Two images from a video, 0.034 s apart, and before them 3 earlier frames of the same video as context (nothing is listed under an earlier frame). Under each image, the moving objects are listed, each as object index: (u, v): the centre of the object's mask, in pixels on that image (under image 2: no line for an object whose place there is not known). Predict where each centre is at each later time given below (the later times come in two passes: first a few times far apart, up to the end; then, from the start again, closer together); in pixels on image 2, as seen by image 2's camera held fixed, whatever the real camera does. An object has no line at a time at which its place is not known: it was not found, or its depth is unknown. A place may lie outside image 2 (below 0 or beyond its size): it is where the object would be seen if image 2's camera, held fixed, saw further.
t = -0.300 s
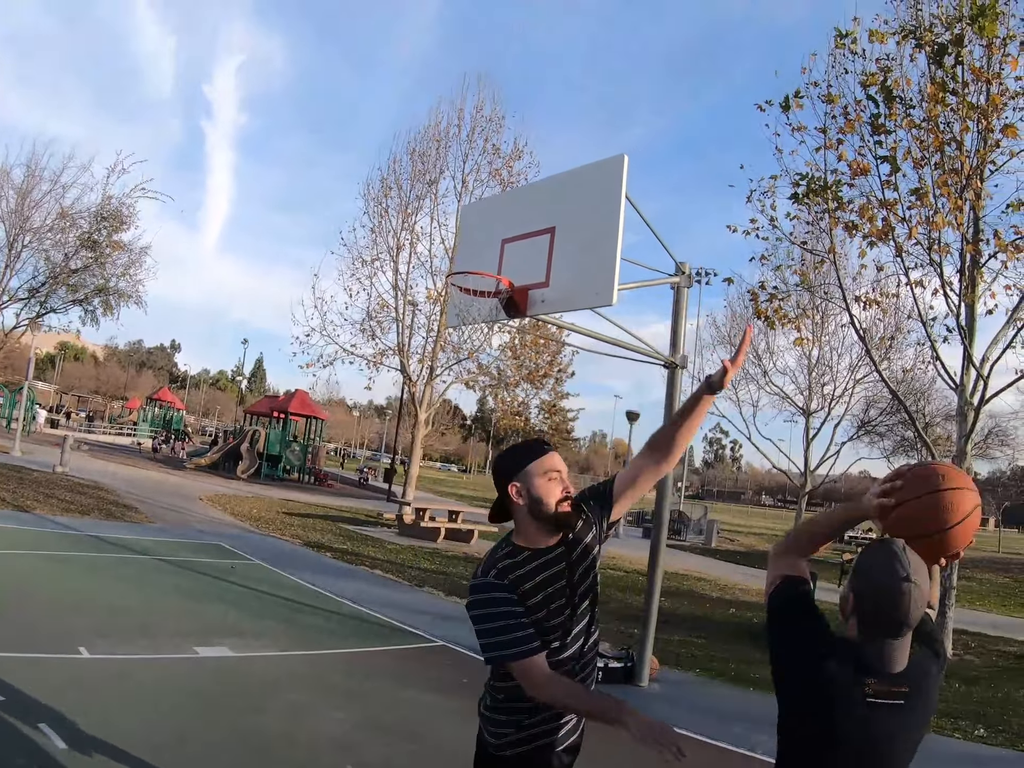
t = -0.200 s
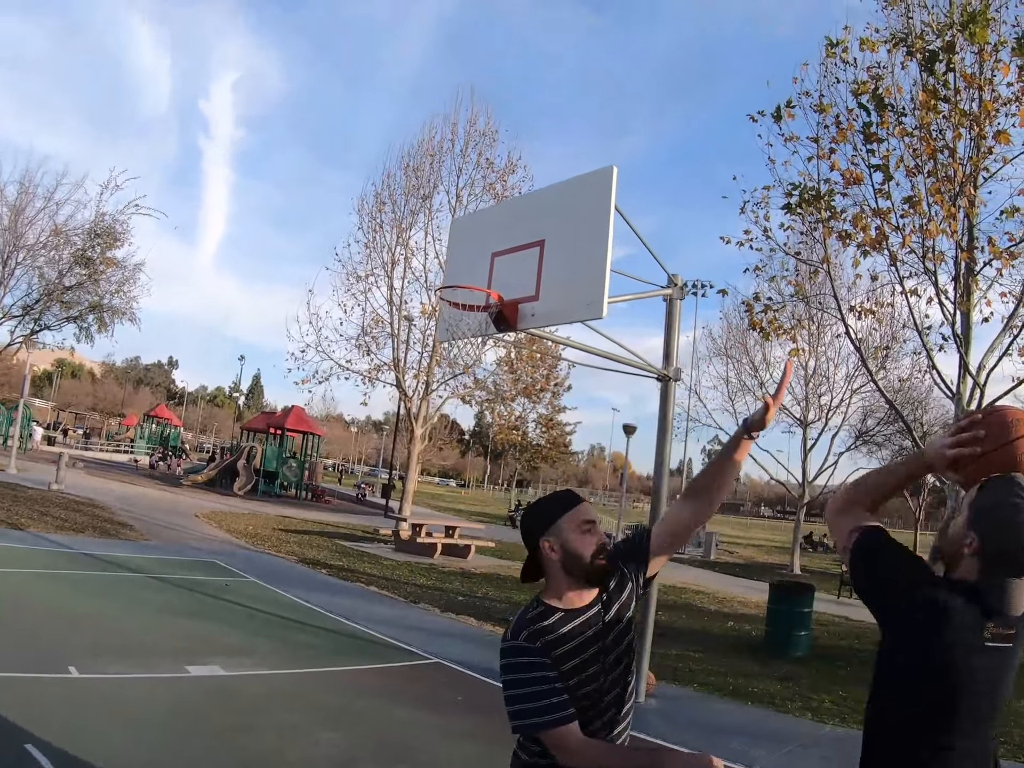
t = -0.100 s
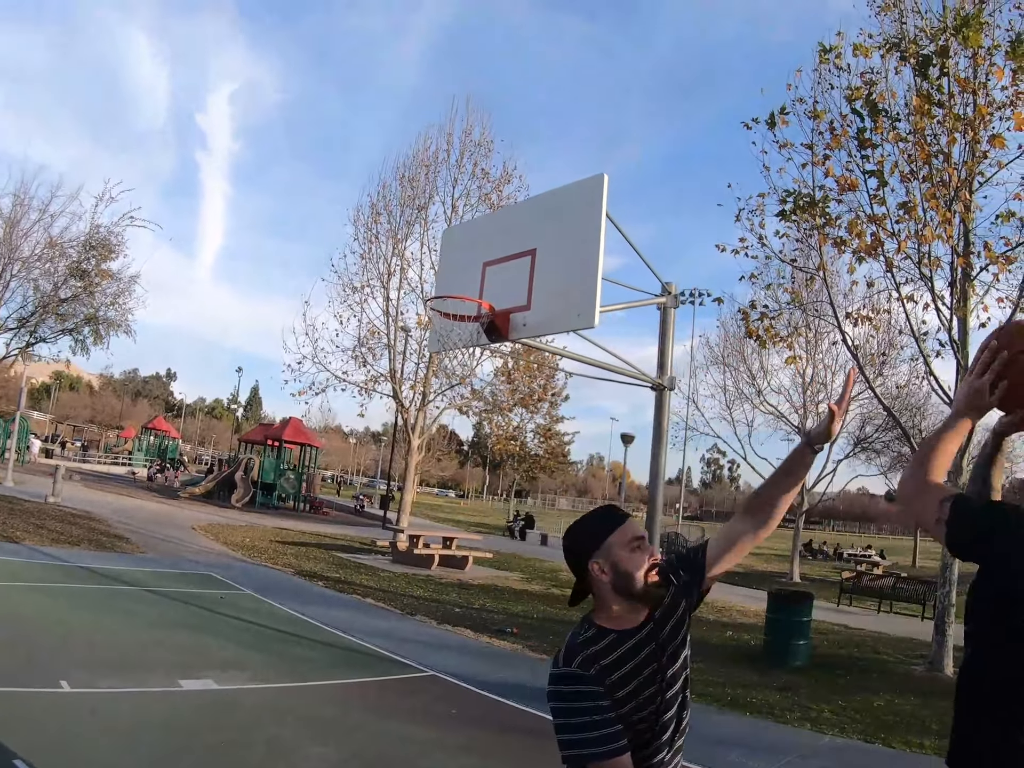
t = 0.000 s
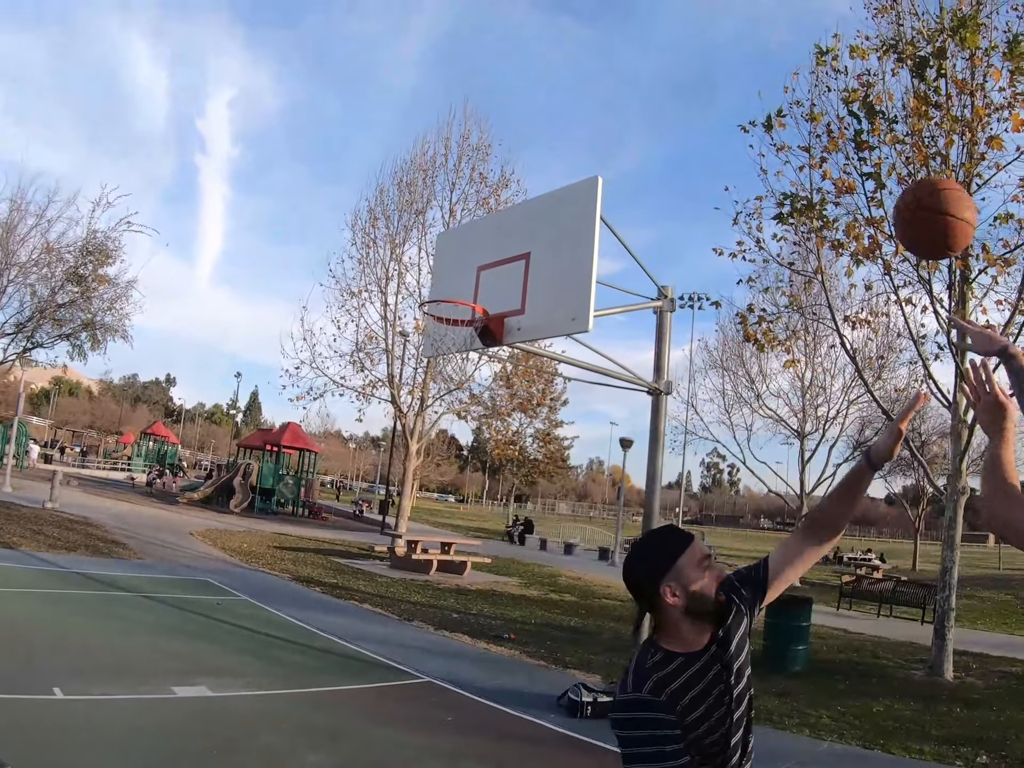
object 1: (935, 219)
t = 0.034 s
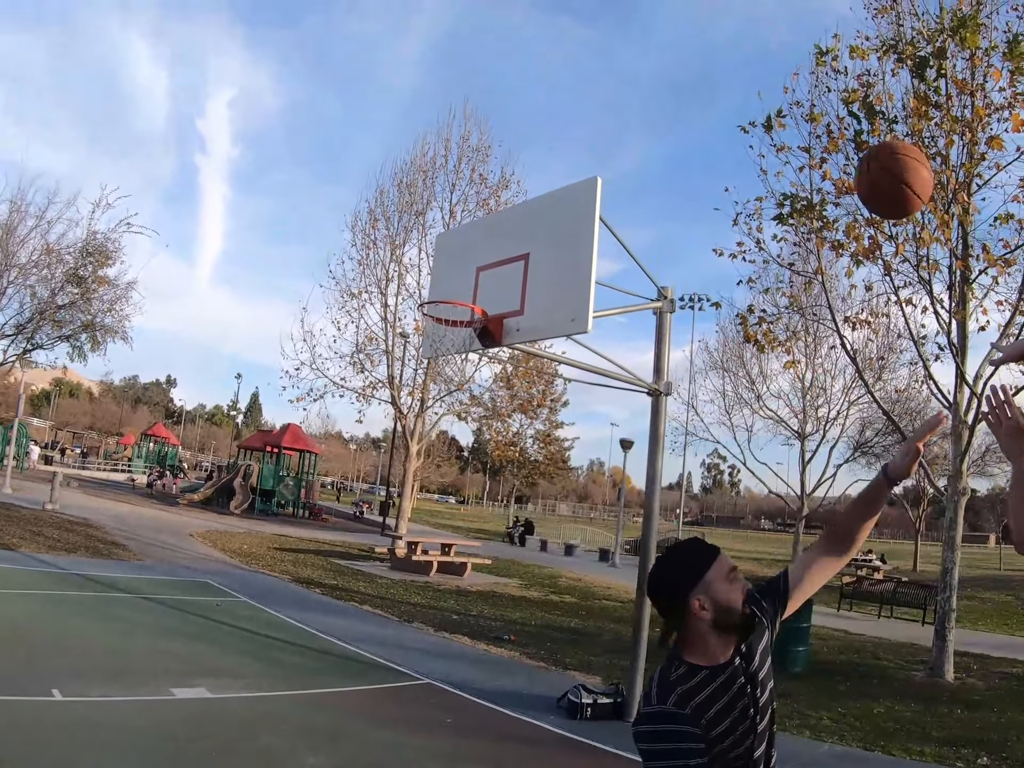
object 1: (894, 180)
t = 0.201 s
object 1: (744, 83)
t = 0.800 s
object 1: (505, 229)
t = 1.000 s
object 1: (466, 278)
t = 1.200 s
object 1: (449, 233)
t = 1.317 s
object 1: (438, 229)
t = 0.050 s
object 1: (875, 164)
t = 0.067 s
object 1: (857, 149)
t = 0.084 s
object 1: (841, 137)
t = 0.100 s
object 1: (825, 126)
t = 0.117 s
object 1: (809, 116)
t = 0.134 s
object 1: (795, 107)
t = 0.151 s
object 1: (781, 100)
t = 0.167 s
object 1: (768, 93)
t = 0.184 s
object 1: (756, 88)
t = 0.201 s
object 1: (744, 83)
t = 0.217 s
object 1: (733, 80)
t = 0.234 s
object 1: (722, 77)
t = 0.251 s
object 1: (712, 74)
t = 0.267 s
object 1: (702, 73)
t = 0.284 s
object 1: (693, 71)
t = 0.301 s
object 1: (684, 71)
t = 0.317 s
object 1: (675, 71)
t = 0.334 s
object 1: (667, 72)
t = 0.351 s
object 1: (659, 73)
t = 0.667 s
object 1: (544, 162)
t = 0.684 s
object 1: (539, 169)
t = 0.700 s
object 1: (533, 177)
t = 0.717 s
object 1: (529, 185)
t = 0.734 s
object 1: (524, 194)
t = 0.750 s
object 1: (519, 202)
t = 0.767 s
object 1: (514, 211)
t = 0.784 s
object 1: (510, 220)
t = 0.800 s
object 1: (505, 229)
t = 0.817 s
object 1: (501, 238)
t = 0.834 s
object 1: (495, 248)
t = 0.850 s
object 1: (491, 258)
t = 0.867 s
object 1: (487, 268)
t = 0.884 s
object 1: (483, 278)
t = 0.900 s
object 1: (478, 288)
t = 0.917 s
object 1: (475, 297)
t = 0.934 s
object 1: (471, 305)
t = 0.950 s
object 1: (470, 298)
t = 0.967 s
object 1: (469, 290)
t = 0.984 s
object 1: (467, 285)
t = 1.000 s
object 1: (466, 278)
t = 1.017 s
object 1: (464, 273)
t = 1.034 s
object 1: (463, 267)
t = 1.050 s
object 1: (462, 262)
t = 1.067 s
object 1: (461, 257)
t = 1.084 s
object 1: (459, 253)
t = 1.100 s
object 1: (458, 249)
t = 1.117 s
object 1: (457, 245)
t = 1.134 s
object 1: (455, 242)
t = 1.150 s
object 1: (454, 239)
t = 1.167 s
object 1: (452, 237)
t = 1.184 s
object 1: (451, 235)
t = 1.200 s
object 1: (449, 233)
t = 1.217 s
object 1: (448, 231)
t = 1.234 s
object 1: (446, 230)
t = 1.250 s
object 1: (444, 229)
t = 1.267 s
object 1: (443, 228)
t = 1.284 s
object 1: (442, 228)
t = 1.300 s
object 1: (440, 228)
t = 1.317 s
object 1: (438, 229)
